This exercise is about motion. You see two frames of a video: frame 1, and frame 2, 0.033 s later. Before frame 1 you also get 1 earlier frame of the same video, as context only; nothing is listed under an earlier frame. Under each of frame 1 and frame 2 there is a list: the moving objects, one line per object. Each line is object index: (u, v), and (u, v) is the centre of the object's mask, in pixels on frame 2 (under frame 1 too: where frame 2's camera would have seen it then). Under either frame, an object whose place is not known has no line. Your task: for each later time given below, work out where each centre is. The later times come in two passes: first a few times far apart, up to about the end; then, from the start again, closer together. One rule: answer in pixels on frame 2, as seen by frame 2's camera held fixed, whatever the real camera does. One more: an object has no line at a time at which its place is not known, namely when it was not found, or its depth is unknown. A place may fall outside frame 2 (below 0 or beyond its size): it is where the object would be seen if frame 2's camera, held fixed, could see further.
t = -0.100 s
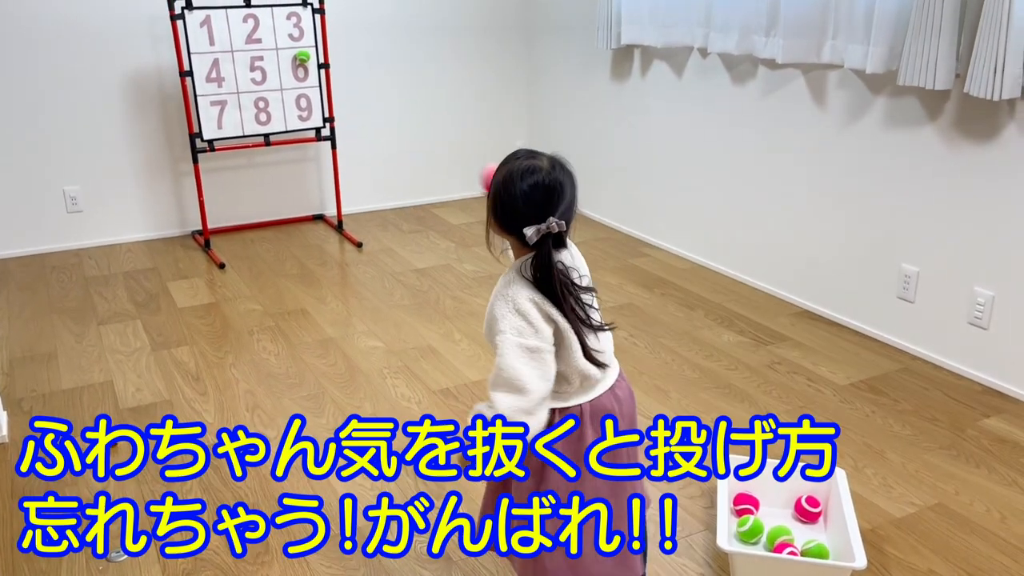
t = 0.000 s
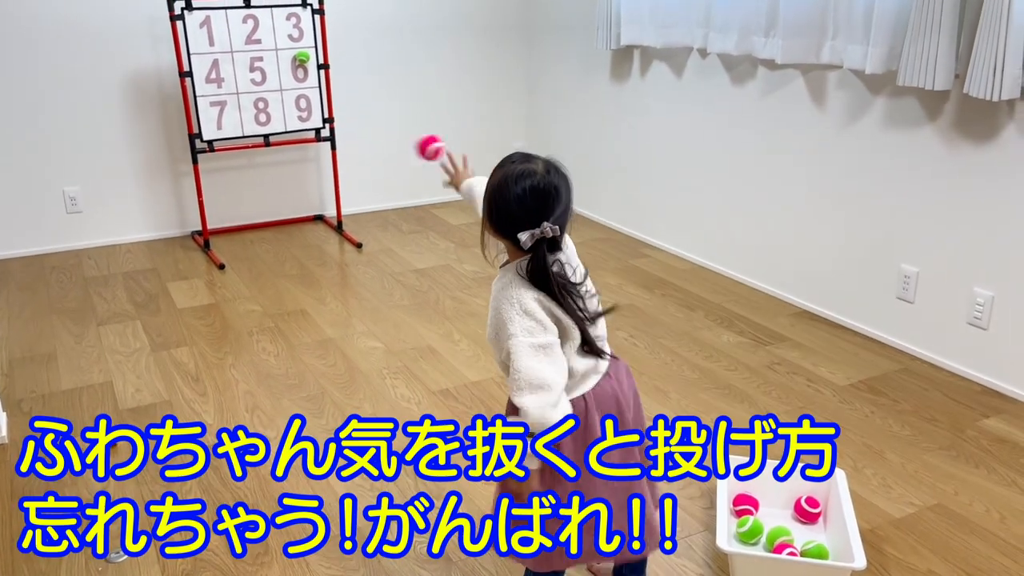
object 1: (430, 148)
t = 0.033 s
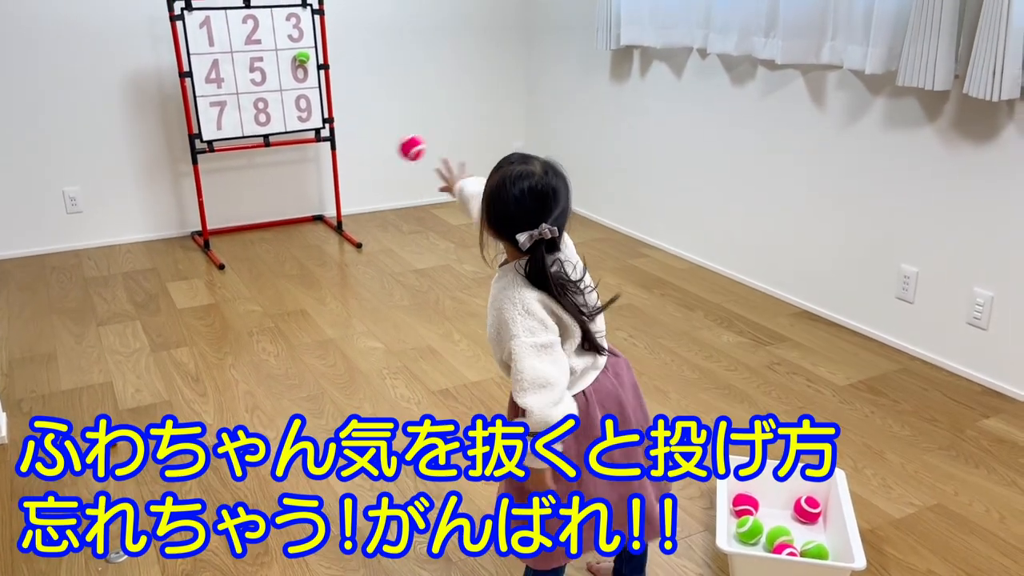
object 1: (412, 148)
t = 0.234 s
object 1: (335, 220)
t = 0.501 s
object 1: (285, 247)
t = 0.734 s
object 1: (260, 207)
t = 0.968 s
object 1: (245, 246)
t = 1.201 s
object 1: (218, 214)
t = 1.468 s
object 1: (215, 230)
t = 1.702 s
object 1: (218, 240)
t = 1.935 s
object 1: (221, 245)
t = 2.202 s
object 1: (224, 249)
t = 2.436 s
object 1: (225, 252)
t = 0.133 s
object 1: (367, 172)
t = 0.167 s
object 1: (355, 185)
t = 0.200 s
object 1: (345, 200)
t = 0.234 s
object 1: (335, 220)
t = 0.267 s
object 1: (327, 239)
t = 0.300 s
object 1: (319, 259)
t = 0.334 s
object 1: (313, 281)
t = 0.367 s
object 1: (306, 304)
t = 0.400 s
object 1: (301, 306)
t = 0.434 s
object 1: (296, 283)
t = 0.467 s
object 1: (290, 263)
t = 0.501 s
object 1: (285, 247)
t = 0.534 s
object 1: (281, 233)
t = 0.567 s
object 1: (276, 222)
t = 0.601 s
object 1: (273, 215)
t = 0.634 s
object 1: (269, 209)
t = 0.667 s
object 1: (265, 206)
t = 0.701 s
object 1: (263, 205)
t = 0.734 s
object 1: (260, 207)
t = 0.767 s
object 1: (258, 212)
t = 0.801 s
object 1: (256, 218)
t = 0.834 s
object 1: (254, 228)
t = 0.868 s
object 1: (254, 238)
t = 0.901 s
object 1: (252, 251)
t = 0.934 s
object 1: (250, 259)
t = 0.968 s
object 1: (245, 246)
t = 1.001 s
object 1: (240, 233)
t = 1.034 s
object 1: (236, 225)
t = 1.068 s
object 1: (231, 218)
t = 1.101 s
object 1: (228, 214)
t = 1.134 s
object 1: (224, 212)
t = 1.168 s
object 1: (221, 212)
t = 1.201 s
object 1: (218, 214)
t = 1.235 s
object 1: (216, 218)
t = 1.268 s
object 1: (214, 224)
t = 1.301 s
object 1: (212, 226)
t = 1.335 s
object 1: (213, 224)
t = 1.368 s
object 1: (214, 222)
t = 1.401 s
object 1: (214, 223)
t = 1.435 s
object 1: (214, 226)
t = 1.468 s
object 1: (215, 230)
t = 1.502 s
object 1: (217, 237)
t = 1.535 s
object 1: (217, 234)
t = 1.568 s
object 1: (217, 234)
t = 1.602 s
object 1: (217, 236)
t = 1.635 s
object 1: (219, 239)
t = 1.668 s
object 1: (218, 238)
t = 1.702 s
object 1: (218, 240)
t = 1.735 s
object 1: (219, 240)
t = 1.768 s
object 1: (219, 241)
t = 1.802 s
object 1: (220, 242)
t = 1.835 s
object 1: (219, 243)
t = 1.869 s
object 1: (220, 244)
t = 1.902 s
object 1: (220, 244)
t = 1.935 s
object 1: (221, 245)
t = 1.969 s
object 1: (221, 246)
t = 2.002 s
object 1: (222, 246)
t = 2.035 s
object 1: (222, 246)
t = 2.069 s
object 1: (222, 247)
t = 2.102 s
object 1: (223, 247)
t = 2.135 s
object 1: (223, 248)
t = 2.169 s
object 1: (224, 248)
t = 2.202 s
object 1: (224, 249)
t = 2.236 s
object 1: (224, 249)
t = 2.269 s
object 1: (224, 250)
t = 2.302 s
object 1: (224, 251)
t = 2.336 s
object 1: (224, 251)
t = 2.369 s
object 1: (225, 251)
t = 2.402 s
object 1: (225, 252)
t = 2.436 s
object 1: (225, 252)
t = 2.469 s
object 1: (225, 253)
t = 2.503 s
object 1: (225, 253)
